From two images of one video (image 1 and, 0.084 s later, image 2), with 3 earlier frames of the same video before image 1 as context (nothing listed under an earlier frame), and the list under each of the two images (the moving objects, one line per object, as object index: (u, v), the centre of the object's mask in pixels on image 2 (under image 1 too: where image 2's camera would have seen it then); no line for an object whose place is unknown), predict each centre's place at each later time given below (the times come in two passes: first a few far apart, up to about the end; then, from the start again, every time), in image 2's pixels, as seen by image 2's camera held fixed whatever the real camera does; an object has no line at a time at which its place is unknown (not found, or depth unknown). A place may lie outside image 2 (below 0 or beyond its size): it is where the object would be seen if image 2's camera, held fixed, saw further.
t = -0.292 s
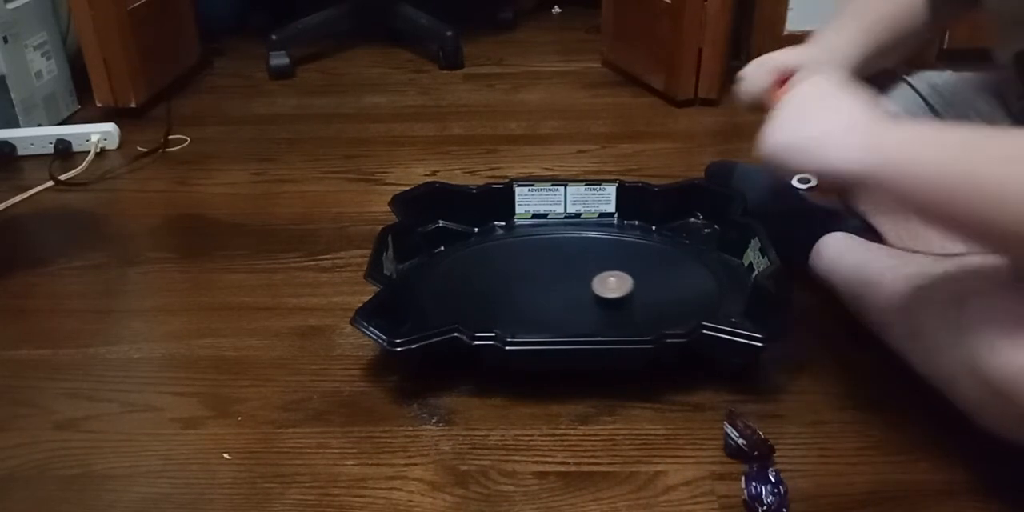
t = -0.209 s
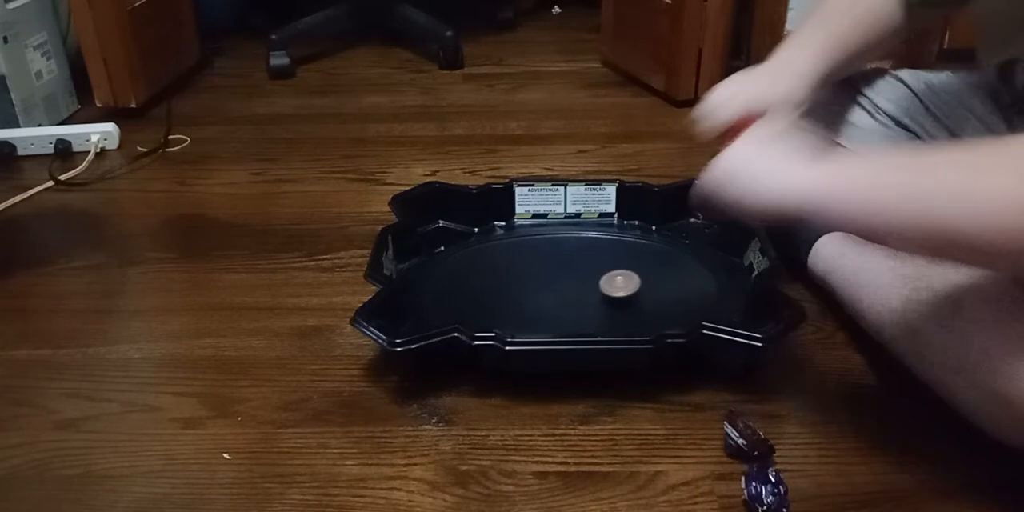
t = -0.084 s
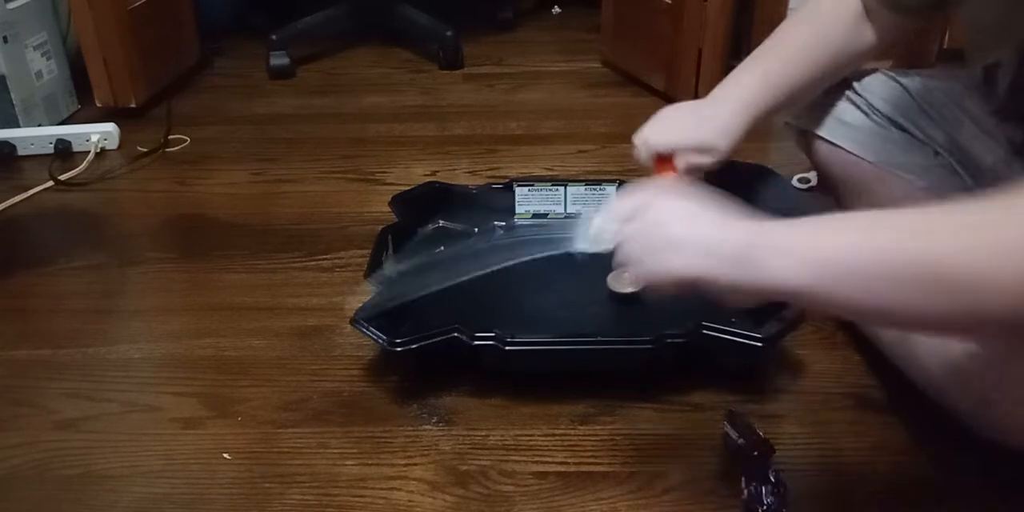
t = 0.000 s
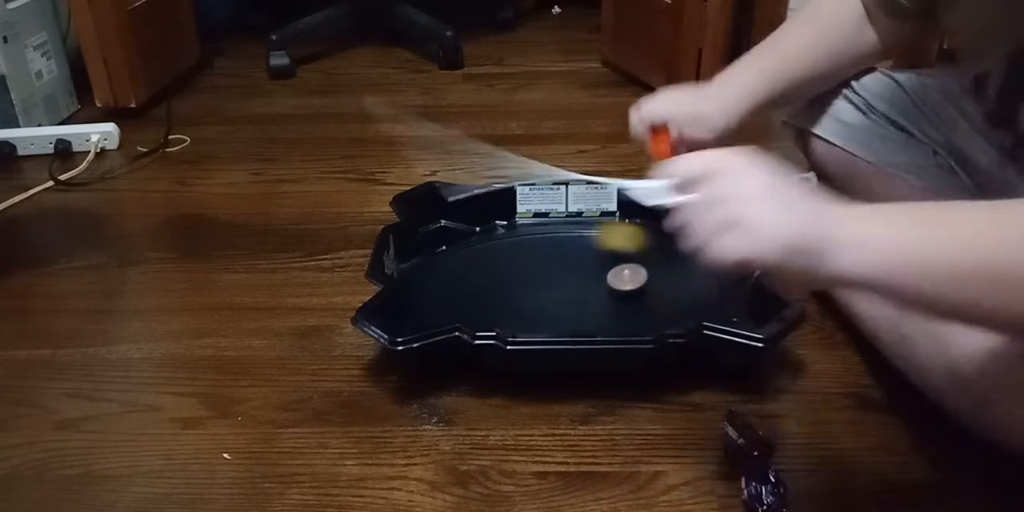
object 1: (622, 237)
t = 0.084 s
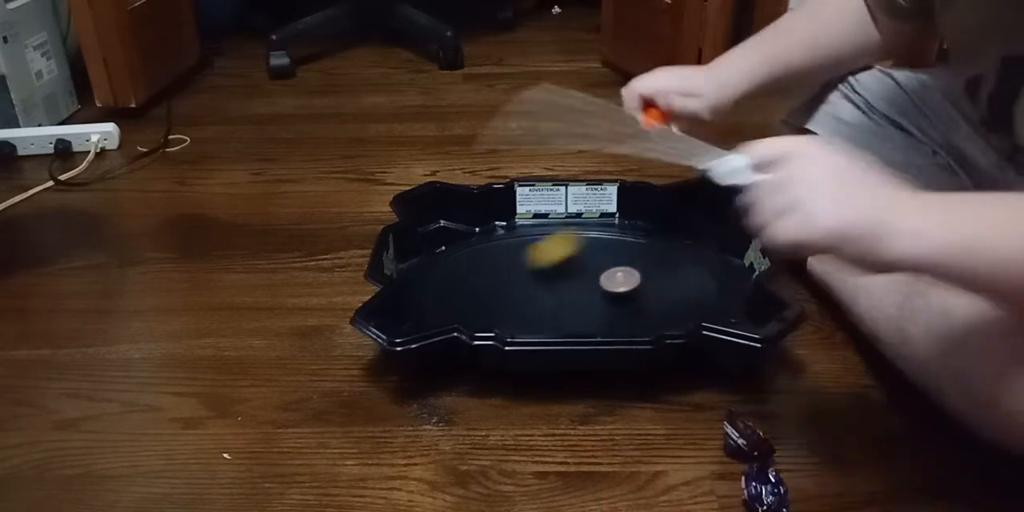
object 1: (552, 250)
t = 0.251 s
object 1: (442, 275)
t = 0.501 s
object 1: (456, 314)
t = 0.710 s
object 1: (518, 315)
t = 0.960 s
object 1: (557, 300)
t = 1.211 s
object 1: (529, 299)
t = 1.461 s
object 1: (529, 313)
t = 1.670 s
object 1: (527, 311)
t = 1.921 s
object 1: (538, 304)
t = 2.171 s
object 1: (519, 297)
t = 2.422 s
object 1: (523, 308)
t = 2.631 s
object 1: (552, 320)
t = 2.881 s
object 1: (575, 301)
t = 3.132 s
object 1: (532, 306)
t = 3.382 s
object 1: (543, 319)
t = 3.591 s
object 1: (571, 315)
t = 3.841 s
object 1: (577, 295)
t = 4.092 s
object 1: (560, 284)
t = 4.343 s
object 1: (548, 289)
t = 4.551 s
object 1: (559, 297)
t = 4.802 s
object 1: (570, 291)
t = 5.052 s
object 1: (581, 291)
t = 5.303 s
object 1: (592, 293)
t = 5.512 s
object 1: (600, 298)
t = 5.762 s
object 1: (613, 304)
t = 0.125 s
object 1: (523, 255)
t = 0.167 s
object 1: (494, 262)
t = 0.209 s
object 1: (466, 268)
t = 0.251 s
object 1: (442, 275)
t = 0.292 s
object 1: (425, 283)
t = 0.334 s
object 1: (426, 290)
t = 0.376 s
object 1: (432, 305)
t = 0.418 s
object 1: (438, 312)
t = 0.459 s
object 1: (449, 313)
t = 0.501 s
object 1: (456, 314)
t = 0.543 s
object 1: (465, 312)
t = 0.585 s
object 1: (474, 314)
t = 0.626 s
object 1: (486, 317)
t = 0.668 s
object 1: (501, 316)
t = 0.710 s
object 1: (518, 315)
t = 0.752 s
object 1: (535, 313)
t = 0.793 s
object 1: (546, 311)
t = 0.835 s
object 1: (551, 307)
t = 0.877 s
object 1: (555, 304)
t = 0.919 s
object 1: (557, 302)
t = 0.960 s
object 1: (557, 300)
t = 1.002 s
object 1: (554, 298)
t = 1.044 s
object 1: (551, 297)
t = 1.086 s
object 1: (546, 297)
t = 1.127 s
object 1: (541, 298)
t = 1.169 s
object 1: (535, 298)
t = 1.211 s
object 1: (529, 299)
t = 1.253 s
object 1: (523, 301)
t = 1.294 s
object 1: (518, 303)
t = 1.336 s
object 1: (516, 306)
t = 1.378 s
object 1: (518, 309)
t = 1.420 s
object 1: (522, 311)
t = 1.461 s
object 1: (529, 313)
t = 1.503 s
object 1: (534, 313)
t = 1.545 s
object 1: (531, 313)
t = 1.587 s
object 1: (527, 312)
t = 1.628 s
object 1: (526, 312)
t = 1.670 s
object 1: (527, 311)
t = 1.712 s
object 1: (528, 310)
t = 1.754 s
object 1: (531, 309)
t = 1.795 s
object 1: (534, 308)
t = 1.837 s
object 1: (536, 307)
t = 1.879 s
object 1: (538, 306)
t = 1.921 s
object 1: (538, 304)
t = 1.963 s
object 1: (537, 302)
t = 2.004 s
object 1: (535, 299)
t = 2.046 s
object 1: (530, 298)
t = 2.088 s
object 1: (525, 297)
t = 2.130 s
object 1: (521, 297)
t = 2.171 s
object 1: (519, 297)
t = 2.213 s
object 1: (518, 298)
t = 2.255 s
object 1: (519, 300)
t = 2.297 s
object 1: (521, 301)
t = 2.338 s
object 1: (526, 303)
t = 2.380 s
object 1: (528, 304)
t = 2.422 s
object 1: (523, 308)
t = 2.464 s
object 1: (522, 311)
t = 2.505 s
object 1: (525, 315)
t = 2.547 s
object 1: (532, 318)
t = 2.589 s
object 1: (541, 320)
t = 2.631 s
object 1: (552, 320)
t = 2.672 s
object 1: (562, 319)
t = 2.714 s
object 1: (572, 316)
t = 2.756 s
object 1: (578, 311)
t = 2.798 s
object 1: (580, 307)
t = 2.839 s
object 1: (579, 304)
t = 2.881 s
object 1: (575, 301)
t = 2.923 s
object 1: (566, 298)
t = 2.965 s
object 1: (554, 298)
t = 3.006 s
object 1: (546, 299)
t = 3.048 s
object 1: (540, 301)
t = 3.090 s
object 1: (535, 304)
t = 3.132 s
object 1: (532, 306)
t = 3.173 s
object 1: (530, 309)
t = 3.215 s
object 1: (530, 311)
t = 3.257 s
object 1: (531, 314)
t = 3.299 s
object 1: (534, 316)
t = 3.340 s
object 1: (538, 318)
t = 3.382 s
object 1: (543, 319)
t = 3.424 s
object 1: (549, 320)
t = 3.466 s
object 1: (555, 320)
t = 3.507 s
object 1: (561, 319)
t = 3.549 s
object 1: (566, 317)
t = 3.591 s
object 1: (571, 315)
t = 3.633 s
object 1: (574, 312)
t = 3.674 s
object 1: (576, 309)
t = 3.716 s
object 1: (577, 306)
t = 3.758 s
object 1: (577, 302)
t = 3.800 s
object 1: (577, 298)
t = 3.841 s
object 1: (577, 295)
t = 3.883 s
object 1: (576, 292)
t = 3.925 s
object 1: (573, 289)
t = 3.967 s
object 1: (570, 287)
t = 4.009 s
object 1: (567, 285)
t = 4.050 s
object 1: (563, 284)
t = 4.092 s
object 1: (560, 284)
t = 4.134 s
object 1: (556, 283)
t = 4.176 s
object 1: (553, 284)
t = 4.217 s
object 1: (551, 284)
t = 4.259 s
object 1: (549, 285)
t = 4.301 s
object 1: (548, 287)
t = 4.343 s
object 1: (548, 289)
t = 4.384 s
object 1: (549, 291)
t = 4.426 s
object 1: (550, 293)
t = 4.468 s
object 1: (553, 295)
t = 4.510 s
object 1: (556, 296)
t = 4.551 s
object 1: (559, 297)
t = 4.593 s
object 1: (561, 295)
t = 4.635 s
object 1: (563, 293)
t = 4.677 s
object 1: (565, 292)
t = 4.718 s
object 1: (567, 292)
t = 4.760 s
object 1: (568, 291)
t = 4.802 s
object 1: (570, 291)
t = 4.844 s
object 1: (572, 291)
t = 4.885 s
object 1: (573, 291)
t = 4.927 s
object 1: (575, 291)
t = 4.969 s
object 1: (577, 291)
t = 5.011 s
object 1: (579, 291)
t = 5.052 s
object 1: (581, 291)
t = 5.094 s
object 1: (583, 291)
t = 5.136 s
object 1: (585, 291)
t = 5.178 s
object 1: (587, 291)
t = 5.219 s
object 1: (589, 292)
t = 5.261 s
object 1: (590, 293)
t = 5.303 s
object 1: (592, 293)
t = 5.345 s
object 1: (593, 294)
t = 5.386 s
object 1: (594, 295)
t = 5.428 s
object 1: (595, 296)
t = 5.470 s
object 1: (597, 297)
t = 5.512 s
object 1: (600, 298)
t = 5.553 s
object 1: (603, 299)
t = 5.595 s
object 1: (606, 300)
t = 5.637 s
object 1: (608, 302)
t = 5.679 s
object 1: (610, 303)
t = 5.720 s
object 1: (612, 304)
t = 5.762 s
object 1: (613, 304)
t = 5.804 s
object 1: (614, 304)
